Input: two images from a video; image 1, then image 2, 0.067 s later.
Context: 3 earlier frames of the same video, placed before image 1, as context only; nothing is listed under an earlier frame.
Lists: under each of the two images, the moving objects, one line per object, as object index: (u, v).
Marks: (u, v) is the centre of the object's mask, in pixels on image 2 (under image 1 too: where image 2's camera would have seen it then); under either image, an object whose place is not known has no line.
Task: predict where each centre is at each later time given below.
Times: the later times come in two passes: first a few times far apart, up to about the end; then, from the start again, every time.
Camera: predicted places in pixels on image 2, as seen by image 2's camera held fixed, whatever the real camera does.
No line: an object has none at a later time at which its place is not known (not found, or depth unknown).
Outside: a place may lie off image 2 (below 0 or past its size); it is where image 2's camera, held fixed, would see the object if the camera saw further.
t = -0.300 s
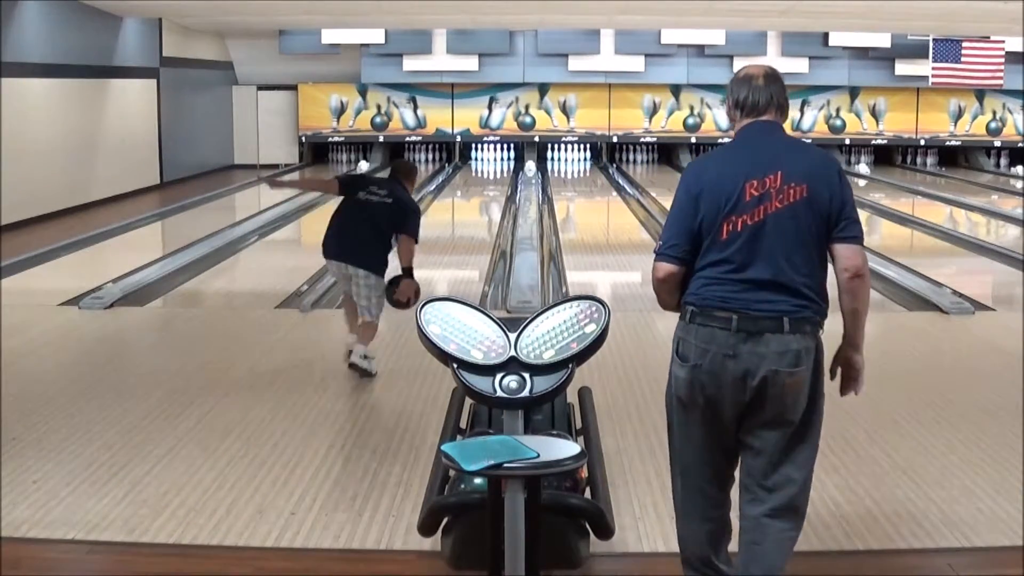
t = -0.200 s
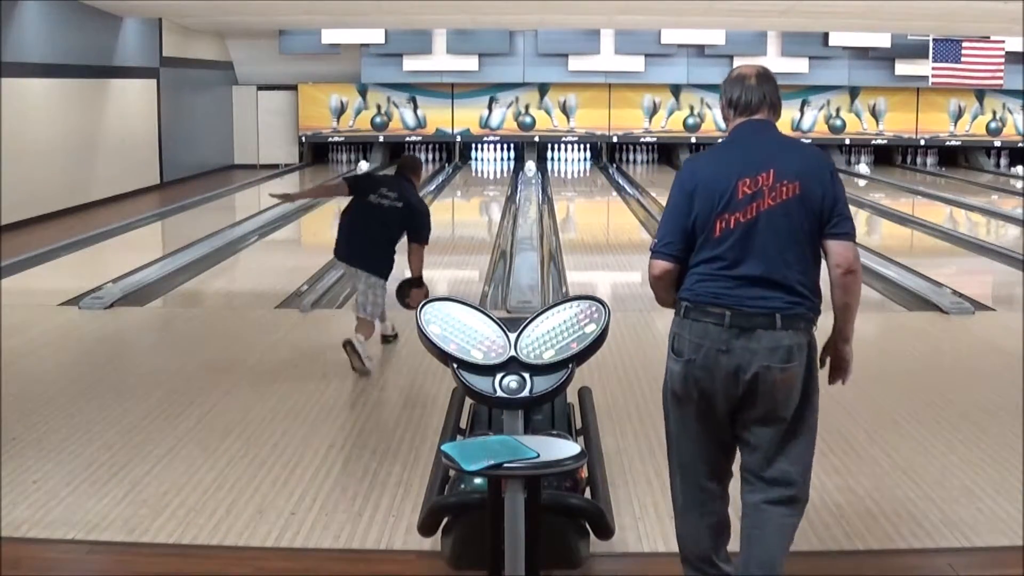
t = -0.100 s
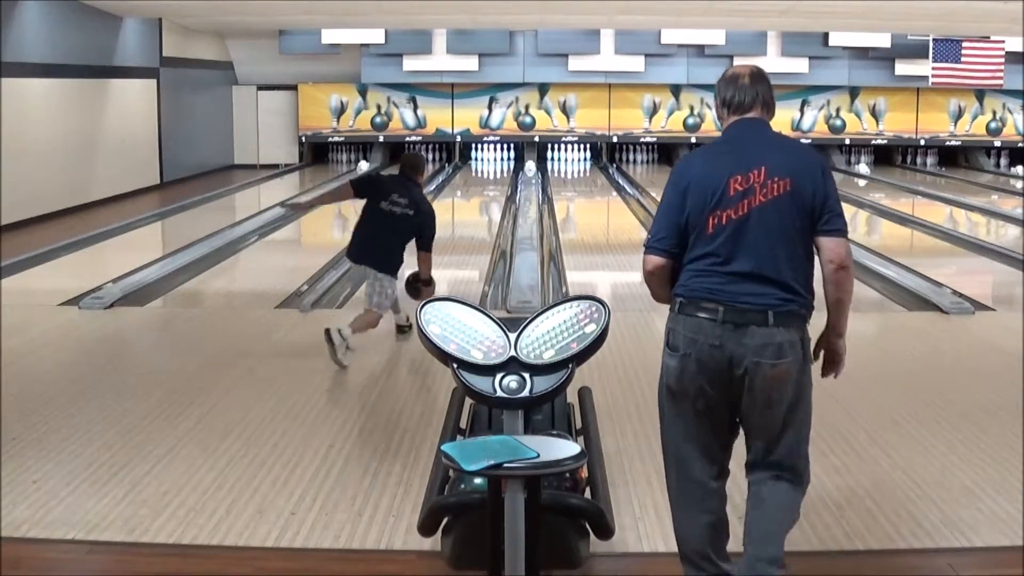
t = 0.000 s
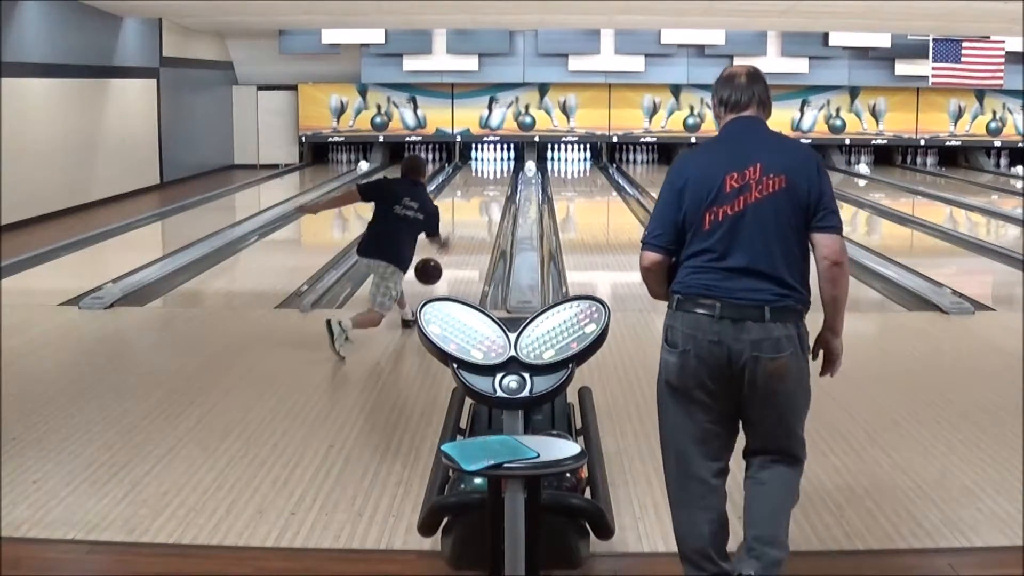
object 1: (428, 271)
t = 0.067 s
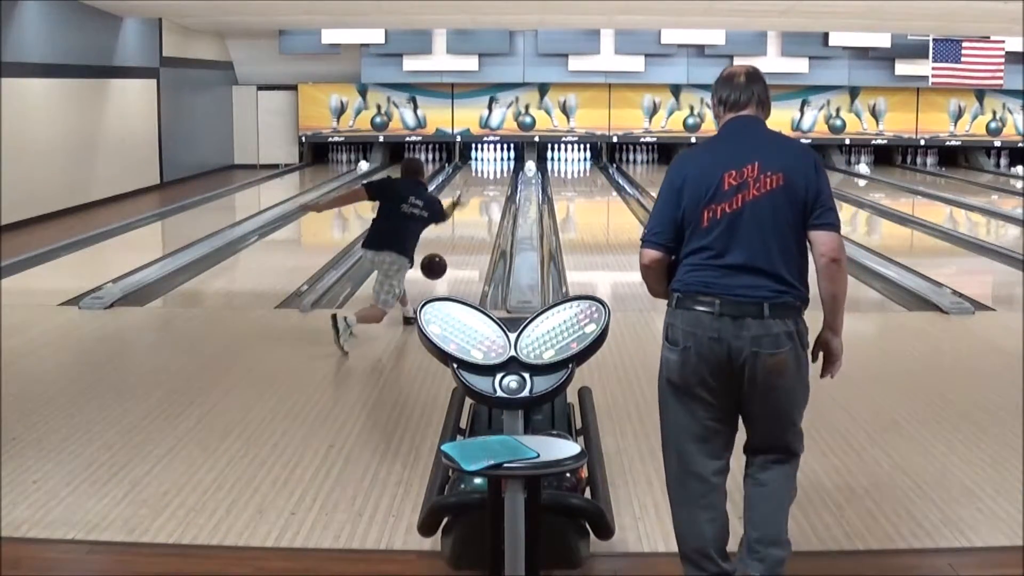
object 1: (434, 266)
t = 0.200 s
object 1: (443, 271)
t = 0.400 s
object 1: (454, 249)
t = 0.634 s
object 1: (463, 230)
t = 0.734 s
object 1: (467, 223)
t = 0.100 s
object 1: (436, 266)
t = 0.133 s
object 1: (439, 267)
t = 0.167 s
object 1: (441, 269)
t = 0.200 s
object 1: (443, 271)
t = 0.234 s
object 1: (445, 266)
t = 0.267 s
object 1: (447, 262)
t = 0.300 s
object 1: (449, 259)
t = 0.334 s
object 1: (451, 256)
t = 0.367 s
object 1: (452, 253)
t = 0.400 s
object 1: (454, 249)
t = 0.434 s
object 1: (456, 246)
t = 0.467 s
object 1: (457, 243)
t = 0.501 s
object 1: (458, 240)
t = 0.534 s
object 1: (460, 237)
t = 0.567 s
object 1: (461, 235)
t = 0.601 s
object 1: (462, 232)
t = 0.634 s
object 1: (463, 230)
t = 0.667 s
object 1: (465, 227)
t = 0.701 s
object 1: (466, 225)
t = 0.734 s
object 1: (467, 223)
